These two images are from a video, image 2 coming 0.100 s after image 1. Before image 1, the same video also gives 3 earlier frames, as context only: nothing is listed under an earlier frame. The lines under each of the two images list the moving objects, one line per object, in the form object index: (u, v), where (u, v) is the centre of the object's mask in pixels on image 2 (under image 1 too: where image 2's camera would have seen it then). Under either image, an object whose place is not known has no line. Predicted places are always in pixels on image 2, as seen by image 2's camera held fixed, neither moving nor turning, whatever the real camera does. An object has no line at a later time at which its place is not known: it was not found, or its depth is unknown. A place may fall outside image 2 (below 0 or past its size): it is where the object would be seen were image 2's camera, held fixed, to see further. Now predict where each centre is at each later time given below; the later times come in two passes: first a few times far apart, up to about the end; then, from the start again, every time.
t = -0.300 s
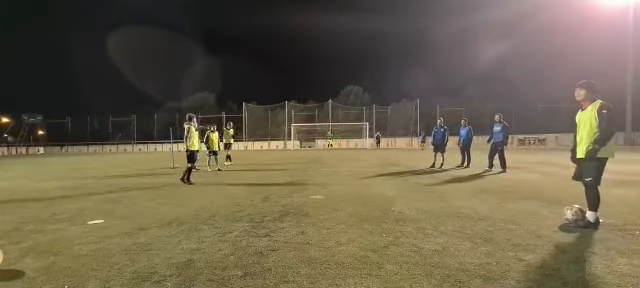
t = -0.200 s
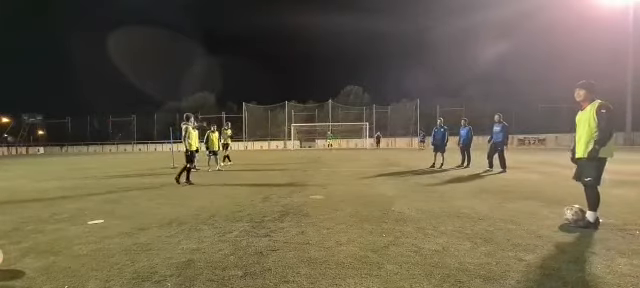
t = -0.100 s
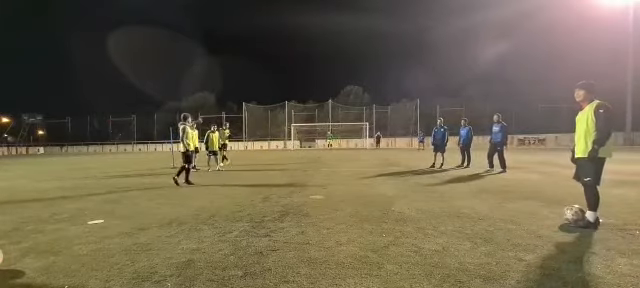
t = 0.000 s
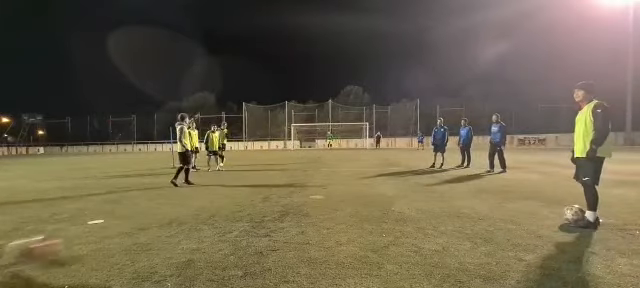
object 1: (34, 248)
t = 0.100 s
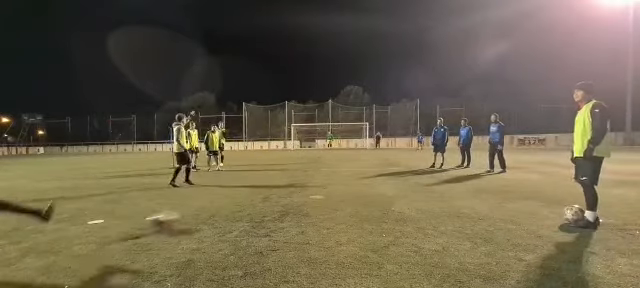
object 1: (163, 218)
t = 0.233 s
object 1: (255, 201)
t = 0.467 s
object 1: (337, 184)
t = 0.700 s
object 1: (379, 176)
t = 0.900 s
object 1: (403, 170)
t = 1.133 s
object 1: (419, 167)
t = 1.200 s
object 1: (424, 166)
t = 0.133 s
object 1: (191, 214)
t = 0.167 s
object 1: (214, 210)
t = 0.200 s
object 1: (235, 206)
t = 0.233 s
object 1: (255, 201)
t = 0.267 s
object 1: (271, 198)
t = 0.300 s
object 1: (285, 195)
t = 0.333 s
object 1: (297, 192)
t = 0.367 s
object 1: (309, 189)
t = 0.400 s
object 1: (320, 187)
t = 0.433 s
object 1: (329, 187)
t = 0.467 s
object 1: (337, 184)
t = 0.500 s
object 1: (345, 182)
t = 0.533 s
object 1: (352, 181)
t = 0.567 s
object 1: (358, 179)
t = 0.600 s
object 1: (365, 180)
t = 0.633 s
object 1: (370, 178)
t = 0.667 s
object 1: (375, 176)
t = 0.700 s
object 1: (379, 176)
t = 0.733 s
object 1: (384, 175)
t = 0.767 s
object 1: (388, 173)
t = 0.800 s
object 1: (392, 173)
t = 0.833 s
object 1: (396, 172)
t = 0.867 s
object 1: (398, 171)
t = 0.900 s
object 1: (403, 170)
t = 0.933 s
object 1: (405, 170)
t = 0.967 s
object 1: (409, 169)
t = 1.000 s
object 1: (411, 168)
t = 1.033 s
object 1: (413, 168)
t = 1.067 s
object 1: (415, 168)
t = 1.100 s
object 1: (417, 168)
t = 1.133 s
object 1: (419, 167)
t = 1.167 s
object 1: (422, 166)
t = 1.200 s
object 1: (424, 166)
